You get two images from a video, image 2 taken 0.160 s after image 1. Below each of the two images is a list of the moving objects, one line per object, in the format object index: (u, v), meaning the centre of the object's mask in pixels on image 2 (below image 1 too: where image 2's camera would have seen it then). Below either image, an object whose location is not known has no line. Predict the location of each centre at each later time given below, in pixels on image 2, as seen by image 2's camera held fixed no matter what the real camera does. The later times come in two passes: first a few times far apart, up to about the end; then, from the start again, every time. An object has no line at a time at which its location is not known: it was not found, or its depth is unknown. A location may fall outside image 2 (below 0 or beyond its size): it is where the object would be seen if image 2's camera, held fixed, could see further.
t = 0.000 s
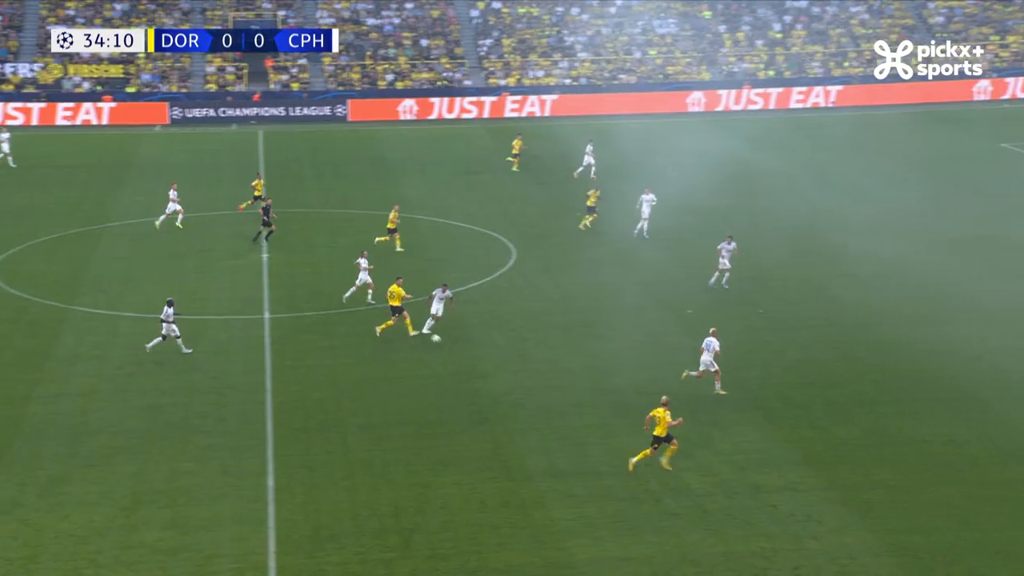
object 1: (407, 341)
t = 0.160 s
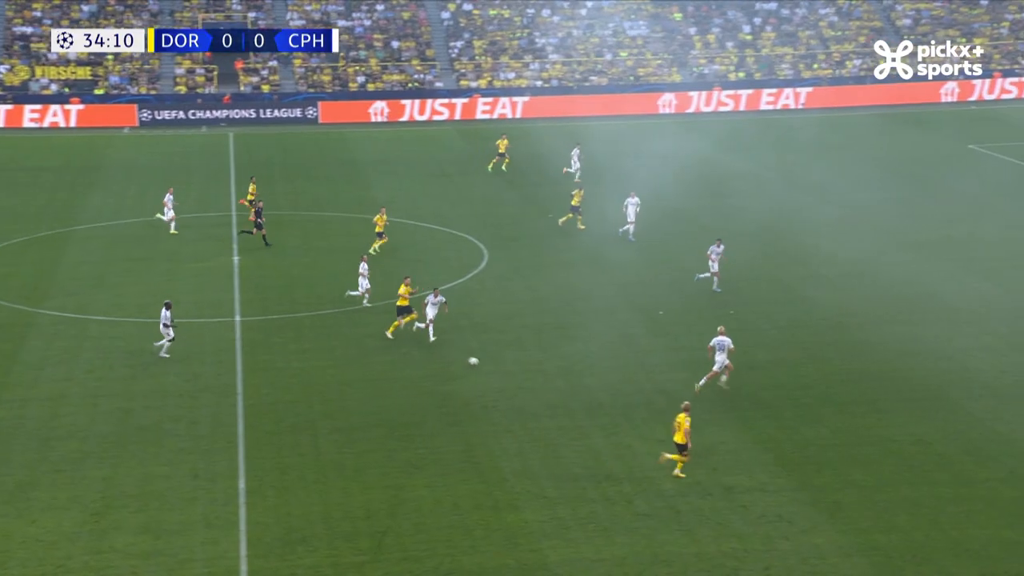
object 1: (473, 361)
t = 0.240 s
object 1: (503, 367)
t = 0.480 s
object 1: (593, 395)
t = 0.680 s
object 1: (663, 417)
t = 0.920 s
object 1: (743, 443)
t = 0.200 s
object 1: (488, 364)
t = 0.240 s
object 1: (503, 367)
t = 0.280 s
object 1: (518, 372)
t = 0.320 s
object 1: (534, 377)
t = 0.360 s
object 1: (549, 383)
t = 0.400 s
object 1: (564, 387)
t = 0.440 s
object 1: (578, 391)
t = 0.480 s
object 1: (593, 395)
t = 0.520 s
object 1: (607, 399)
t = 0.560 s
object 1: (621, 405)
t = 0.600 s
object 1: (636, 410)
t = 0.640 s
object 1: (650, 414)
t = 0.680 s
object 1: (663, 417)
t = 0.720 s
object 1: (677, 421)
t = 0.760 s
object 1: (691, 426)
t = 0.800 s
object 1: (704, 432)
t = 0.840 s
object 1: (718, 436)
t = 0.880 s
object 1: (730, 439)
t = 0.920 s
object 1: (743, 443)
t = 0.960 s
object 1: (756, 448)
